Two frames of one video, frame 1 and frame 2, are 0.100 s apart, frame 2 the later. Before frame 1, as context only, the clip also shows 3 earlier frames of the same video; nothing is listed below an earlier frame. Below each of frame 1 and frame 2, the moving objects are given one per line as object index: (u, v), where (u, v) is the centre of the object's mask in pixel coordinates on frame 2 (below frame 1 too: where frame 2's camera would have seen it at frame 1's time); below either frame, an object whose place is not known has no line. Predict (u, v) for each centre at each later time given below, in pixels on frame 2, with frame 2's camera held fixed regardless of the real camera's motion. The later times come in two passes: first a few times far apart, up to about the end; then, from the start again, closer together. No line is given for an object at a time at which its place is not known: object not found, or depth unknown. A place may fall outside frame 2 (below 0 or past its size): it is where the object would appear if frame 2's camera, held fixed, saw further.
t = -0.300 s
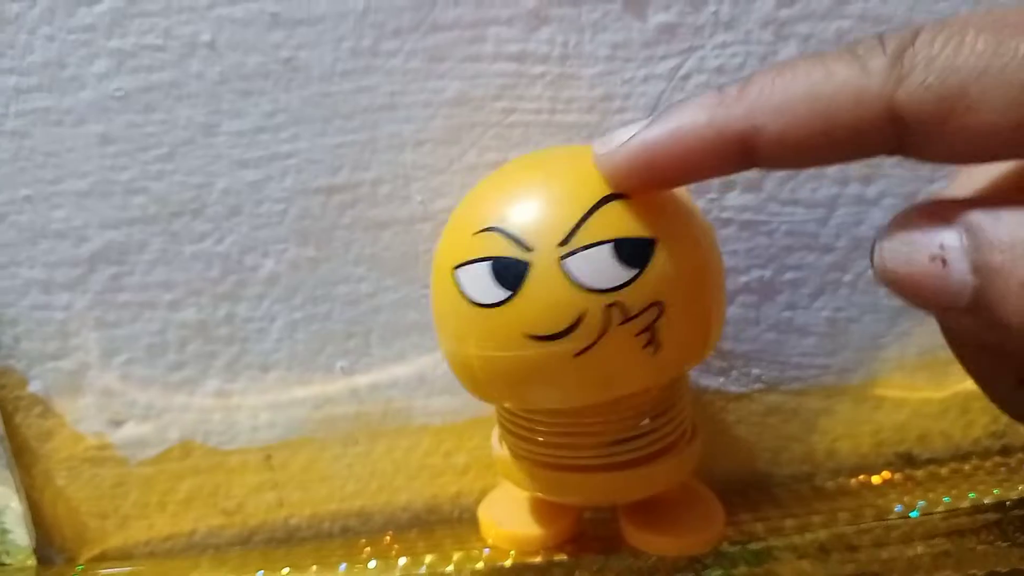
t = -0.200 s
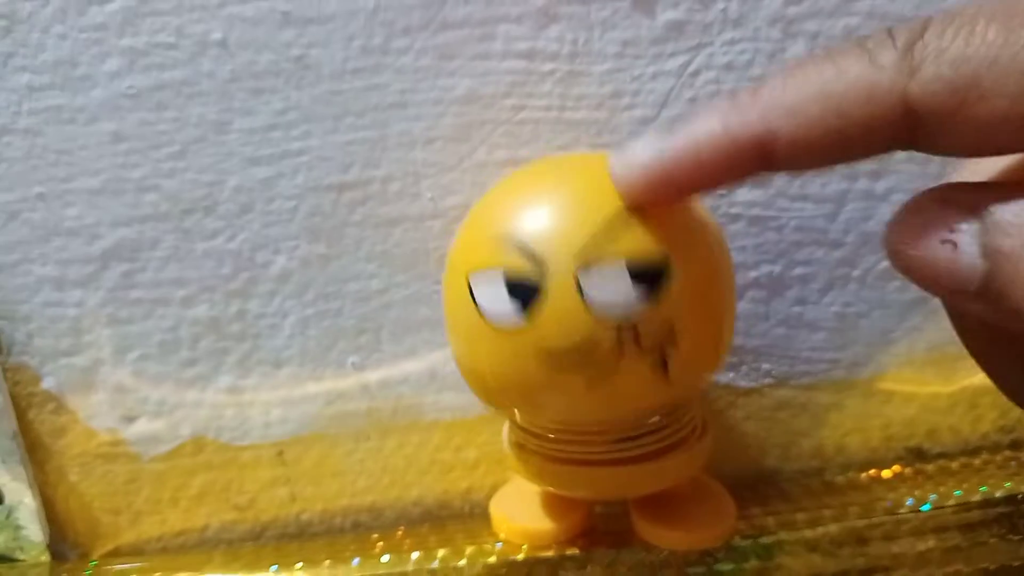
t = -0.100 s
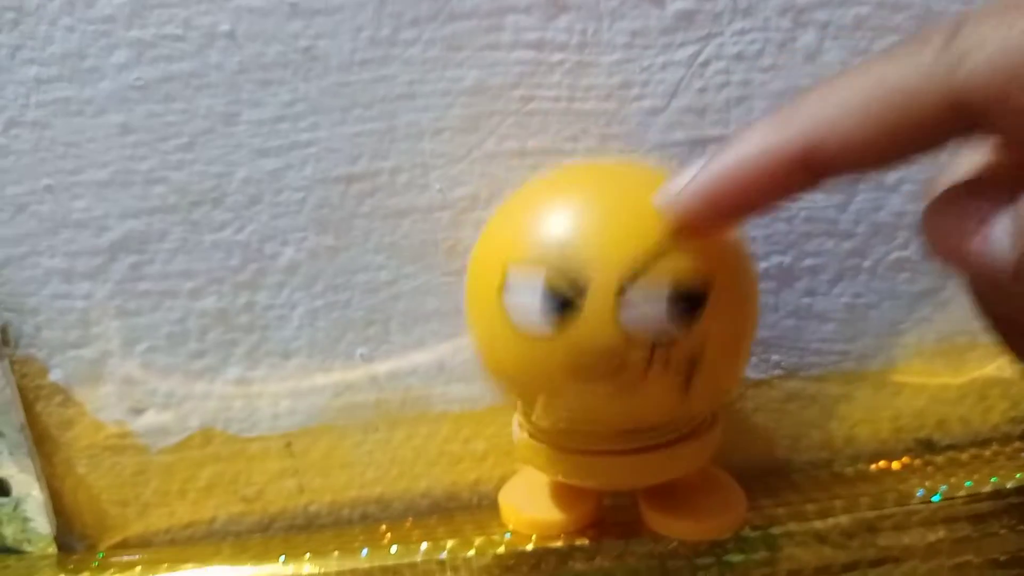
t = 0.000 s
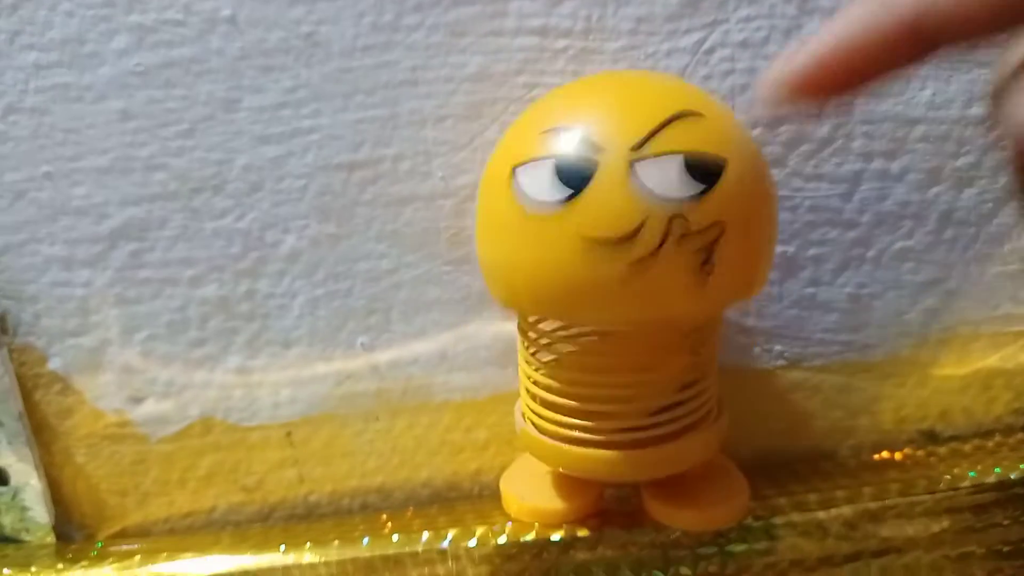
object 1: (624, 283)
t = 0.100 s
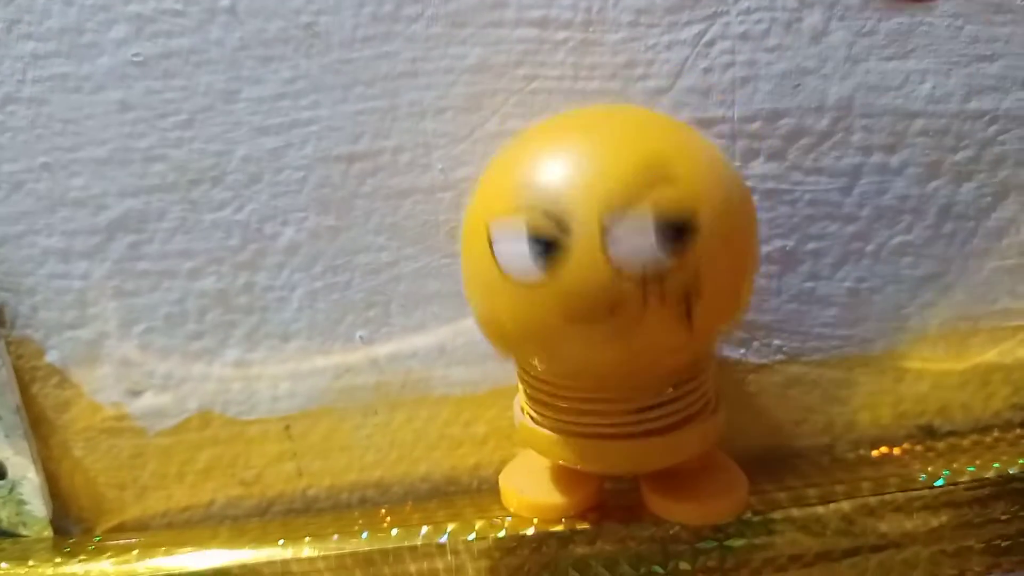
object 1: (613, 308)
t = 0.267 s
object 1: (620, 307)
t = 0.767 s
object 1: (617, 306)
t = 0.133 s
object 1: (610, 294)
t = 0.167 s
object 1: (610, 287)
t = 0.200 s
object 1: (613, 298)
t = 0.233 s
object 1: (617, 310)
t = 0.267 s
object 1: (620, 307)
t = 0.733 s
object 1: (618, 306)
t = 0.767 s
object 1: (617, 306)
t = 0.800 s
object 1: (616, 300)
